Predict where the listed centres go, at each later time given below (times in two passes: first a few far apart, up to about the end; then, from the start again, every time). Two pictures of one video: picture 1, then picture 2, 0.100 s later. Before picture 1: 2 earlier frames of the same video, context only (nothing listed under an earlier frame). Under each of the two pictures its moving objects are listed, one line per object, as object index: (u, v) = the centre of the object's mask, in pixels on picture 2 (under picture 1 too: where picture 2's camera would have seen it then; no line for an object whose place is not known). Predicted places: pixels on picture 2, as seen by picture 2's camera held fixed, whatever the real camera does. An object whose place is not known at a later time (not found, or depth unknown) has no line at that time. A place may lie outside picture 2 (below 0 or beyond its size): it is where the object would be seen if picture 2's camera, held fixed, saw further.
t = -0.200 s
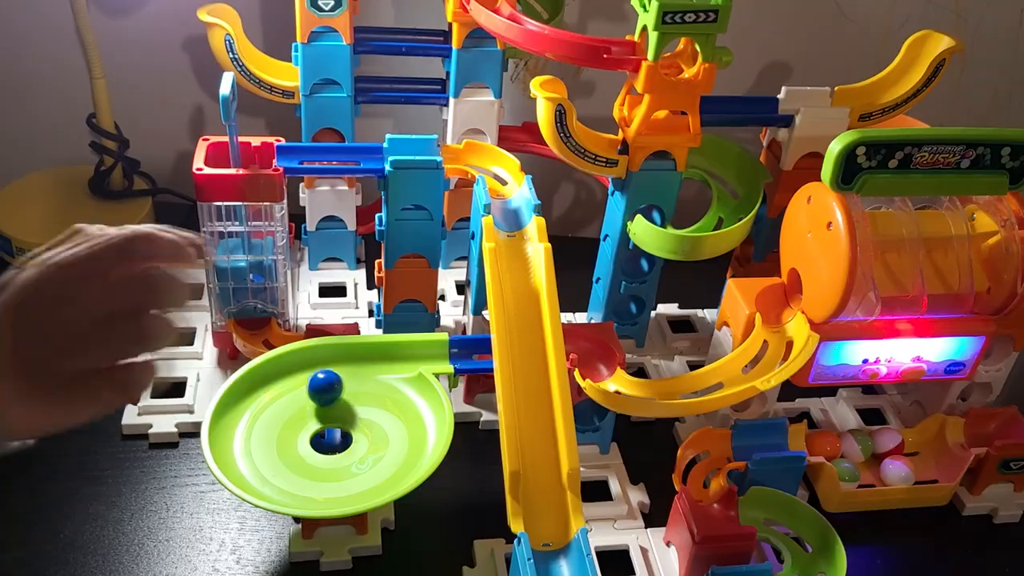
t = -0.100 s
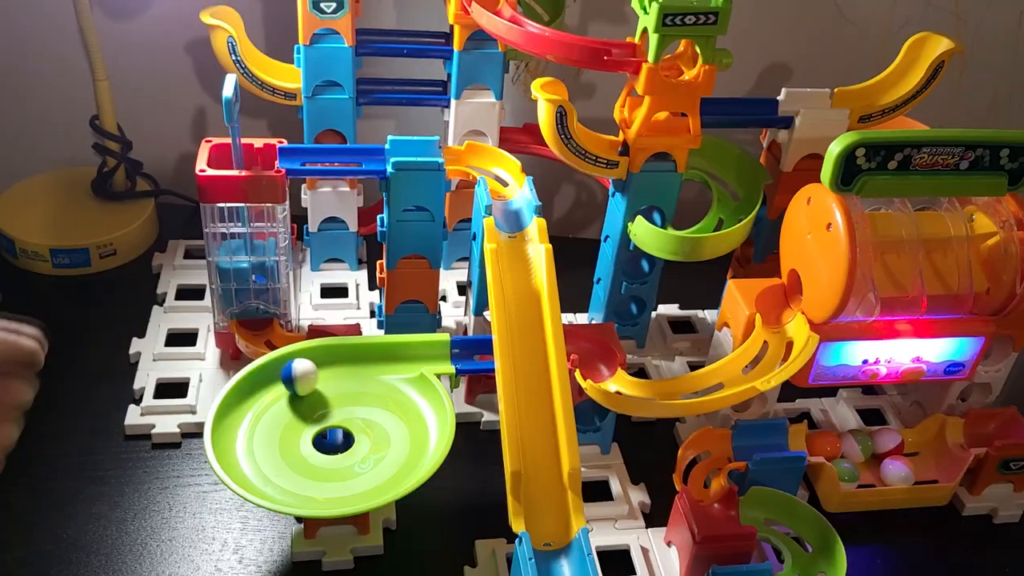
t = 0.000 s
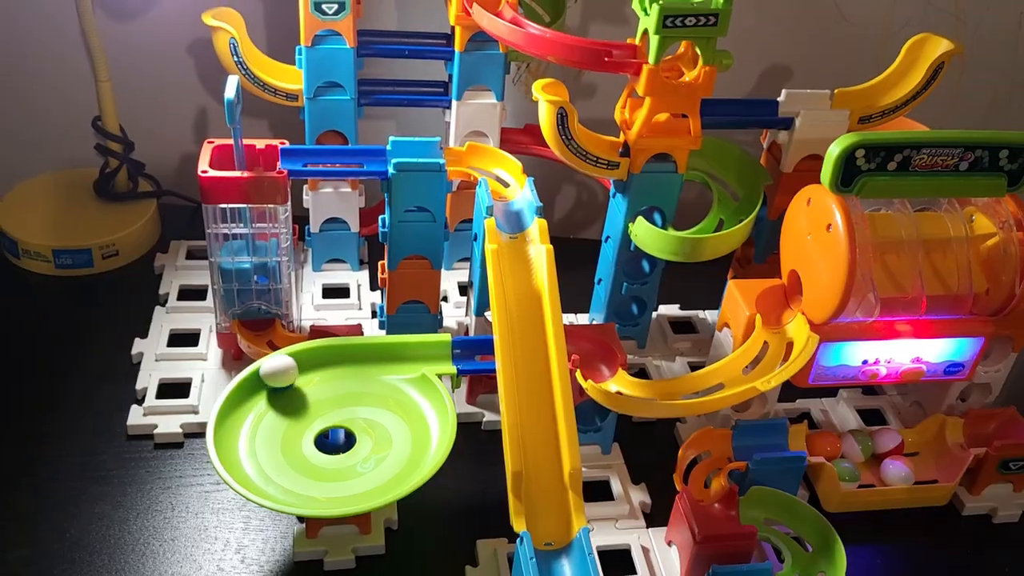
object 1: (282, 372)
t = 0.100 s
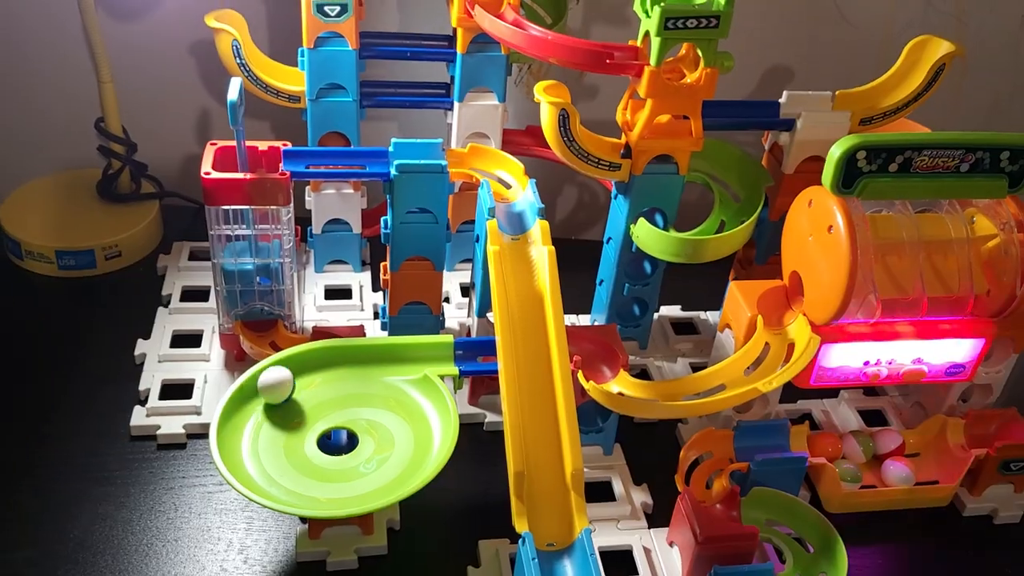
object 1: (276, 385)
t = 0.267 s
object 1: (273, 410)
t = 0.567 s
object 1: (333, 456)
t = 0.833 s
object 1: (388, 437)
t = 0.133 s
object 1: (274, 389)
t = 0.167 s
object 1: (273, 394)
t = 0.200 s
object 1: (273, 399)
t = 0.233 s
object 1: (273, 404)
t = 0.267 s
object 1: (273, 410)
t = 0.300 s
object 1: (275, 417)
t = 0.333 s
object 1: (277, 424)
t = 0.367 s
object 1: (280, 430)
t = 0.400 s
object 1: (286, 436)
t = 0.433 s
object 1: (293, 442)
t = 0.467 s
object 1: (301, 447)
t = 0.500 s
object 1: (311, 451)
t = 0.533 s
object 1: (322, 454)
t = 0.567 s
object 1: (333, 456)
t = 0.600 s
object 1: (344, 456)
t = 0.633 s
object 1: (353, 456)
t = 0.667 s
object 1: (364, 455)
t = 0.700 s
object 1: (372, 452)
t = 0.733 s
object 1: (379, 450)
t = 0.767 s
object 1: (384, 446)
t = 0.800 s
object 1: (387, 442)
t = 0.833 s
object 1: (388, 437)
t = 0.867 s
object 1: (387, 431)
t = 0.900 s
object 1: (384, 427)
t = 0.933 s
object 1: (380, 421)
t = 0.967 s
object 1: (373, 417)
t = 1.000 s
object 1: (366, 412)
